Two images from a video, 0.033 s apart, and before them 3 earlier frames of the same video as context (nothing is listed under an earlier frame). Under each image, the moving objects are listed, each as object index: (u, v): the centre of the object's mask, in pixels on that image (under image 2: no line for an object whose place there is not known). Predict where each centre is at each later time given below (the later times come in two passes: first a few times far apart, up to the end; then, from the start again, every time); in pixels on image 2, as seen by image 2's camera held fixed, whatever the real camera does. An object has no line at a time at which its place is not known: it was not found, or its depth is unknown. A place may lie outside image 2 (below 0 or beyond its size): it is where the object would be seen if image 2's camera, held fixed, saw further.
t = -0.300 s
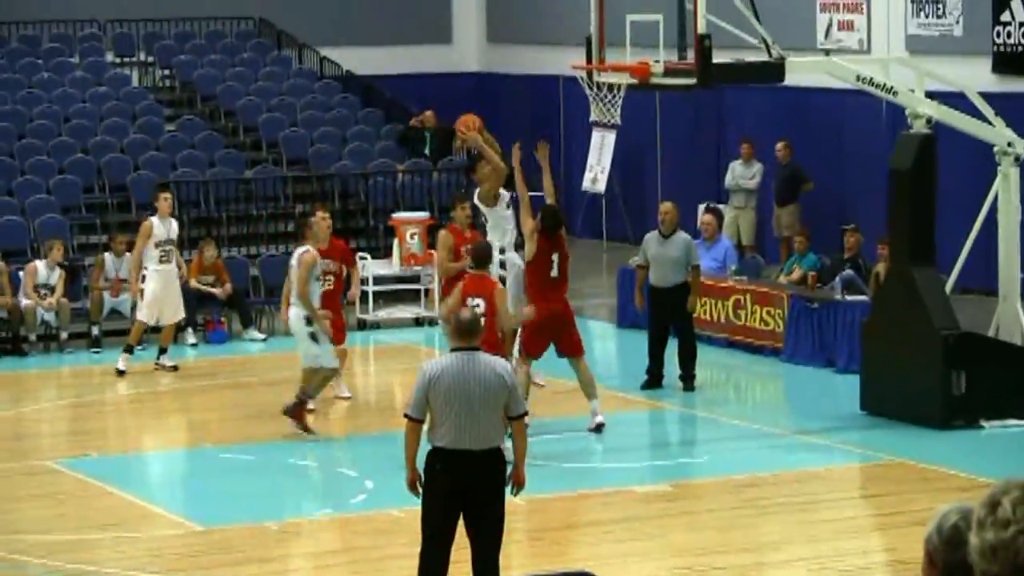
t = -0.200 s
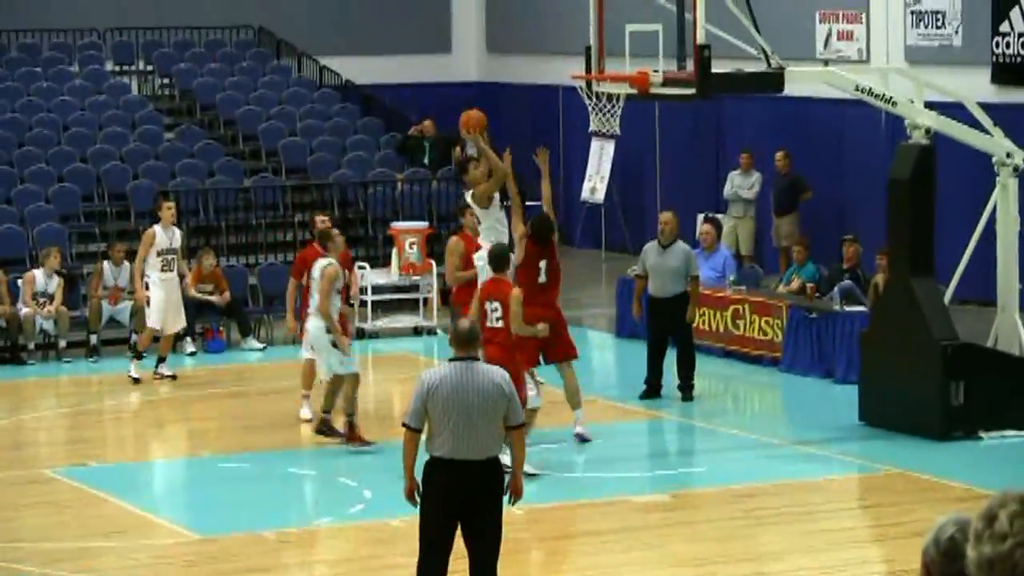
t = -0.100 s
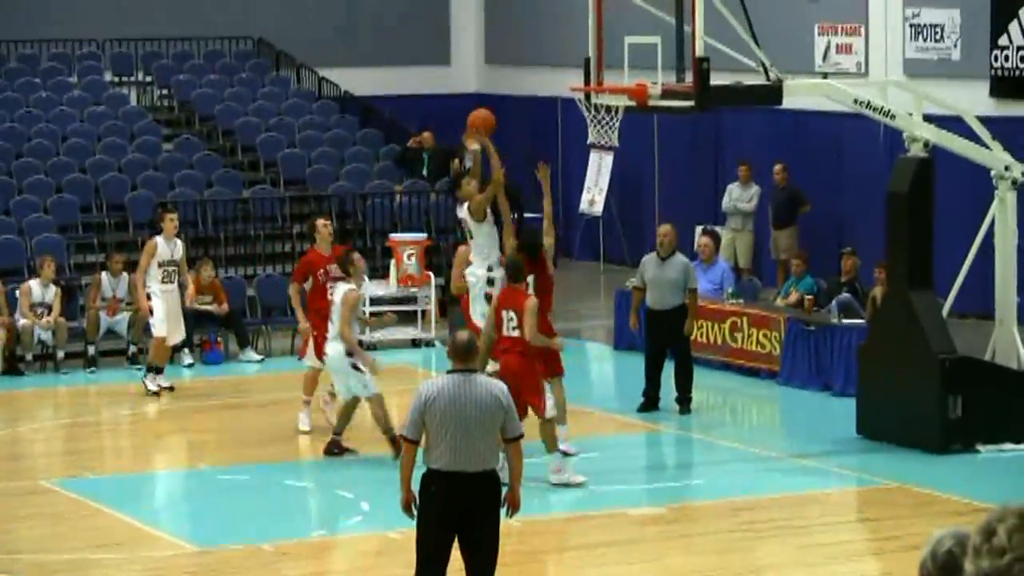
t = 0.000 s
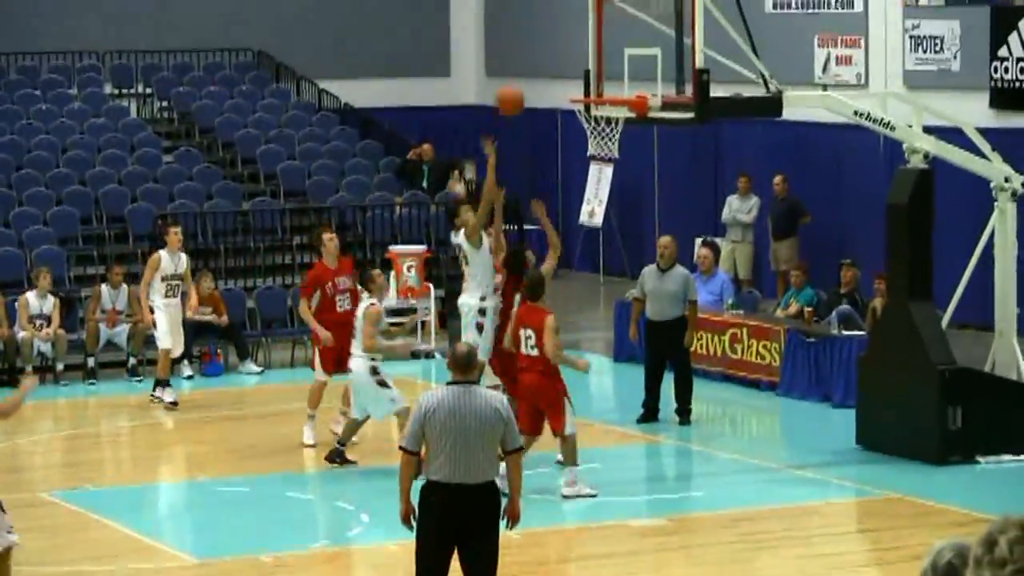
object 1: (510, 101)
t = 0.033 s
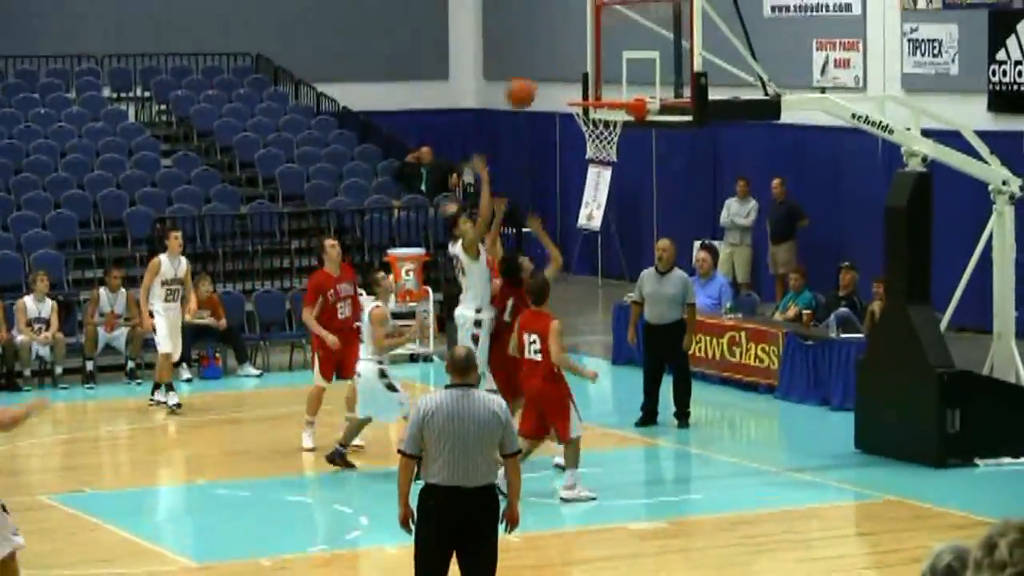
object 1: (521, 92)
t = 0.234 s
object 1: (593, 56)
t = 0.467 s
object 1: (584, 84)
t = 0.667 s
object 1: (607, 91)
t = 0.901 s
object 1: (601, 89)
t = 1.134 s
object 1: (587, 113)
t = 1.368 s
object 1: (607, 166)
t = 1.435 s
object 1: (614, 190)
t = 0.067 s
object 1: (532, 84)
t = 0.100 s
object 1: (544, 76)
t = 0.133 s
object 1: (556, 68)
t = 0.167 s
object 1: (568, 63)
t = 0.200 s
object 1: (579, 60)
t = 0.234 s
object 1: (593, 56)
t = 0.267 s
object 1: (605, 54)
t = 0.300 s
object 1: (608, 56)
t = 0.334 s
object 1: (605, 58)
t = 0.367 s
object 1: (599, 63)
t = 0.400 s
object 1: (594, 68)
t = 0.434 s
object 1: (589, 77)
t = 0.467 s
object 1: (584, 84)
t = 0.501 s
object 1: (581, 91)
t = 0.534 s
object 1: (584, 91)
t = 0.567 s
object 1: (591, 91)
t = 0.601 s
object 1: (597, 91)
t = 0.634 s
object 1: (604, 91)
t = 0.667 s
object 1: (607, 91)
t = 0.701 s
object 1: (607, 89)
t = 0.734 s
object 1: (606, 88)
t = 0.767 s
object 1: (606, 88)
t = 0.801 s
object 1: (606, 89)
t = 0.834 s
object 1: (606, 90)
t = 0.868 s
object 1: (605, 90)
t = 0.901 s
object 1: (601, 89)
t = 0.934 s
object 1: (598, 90)
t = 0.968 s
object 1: (596, 90)
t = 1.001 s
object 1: (593, 91)
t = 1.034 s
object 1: (588, 94)
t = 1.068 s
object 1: (585, 101)
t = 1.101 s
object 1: (585, 106)
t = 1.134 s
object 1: (587, 113)
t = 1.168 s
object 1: (588, 118)
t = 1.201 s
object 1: (591, 121)
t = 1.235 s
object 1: (596, 130)
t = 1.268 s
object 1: (597, 133)
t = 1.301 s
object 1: (603, 153)
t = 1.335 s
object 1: (605, 158)
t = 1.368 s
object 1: (607, 166)
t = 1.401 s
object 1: (610, 177)
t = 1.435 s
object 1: (614, 190)
